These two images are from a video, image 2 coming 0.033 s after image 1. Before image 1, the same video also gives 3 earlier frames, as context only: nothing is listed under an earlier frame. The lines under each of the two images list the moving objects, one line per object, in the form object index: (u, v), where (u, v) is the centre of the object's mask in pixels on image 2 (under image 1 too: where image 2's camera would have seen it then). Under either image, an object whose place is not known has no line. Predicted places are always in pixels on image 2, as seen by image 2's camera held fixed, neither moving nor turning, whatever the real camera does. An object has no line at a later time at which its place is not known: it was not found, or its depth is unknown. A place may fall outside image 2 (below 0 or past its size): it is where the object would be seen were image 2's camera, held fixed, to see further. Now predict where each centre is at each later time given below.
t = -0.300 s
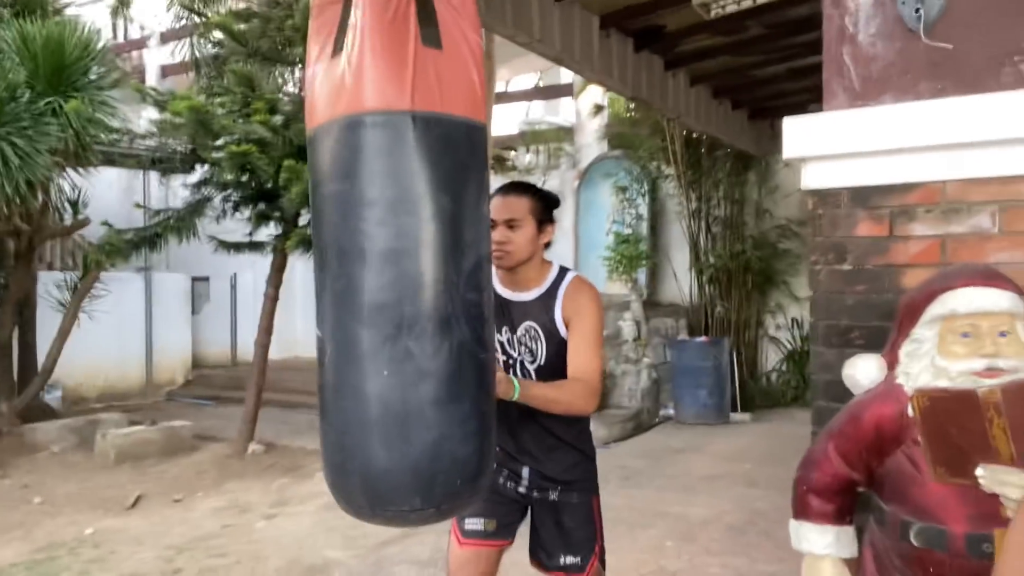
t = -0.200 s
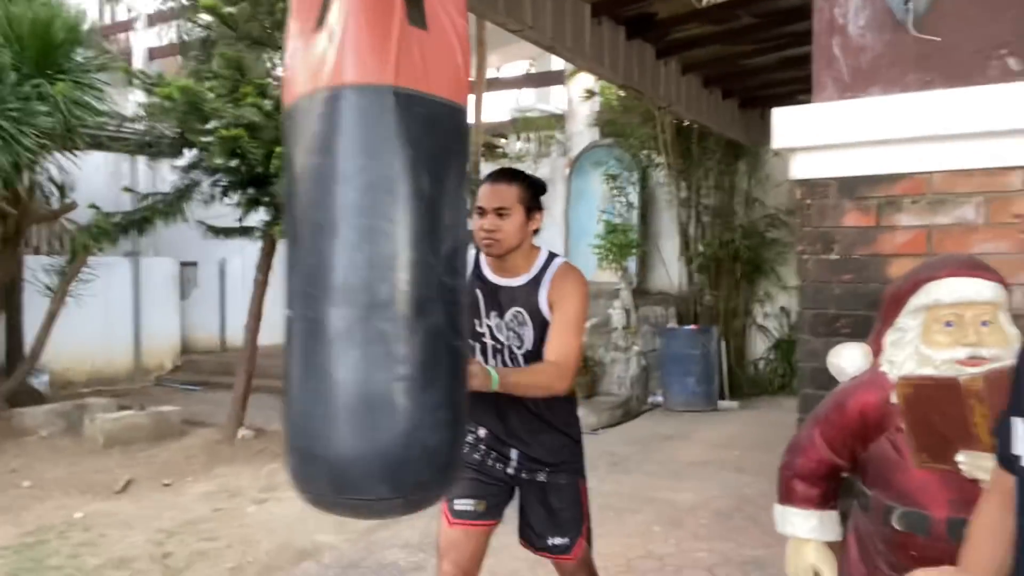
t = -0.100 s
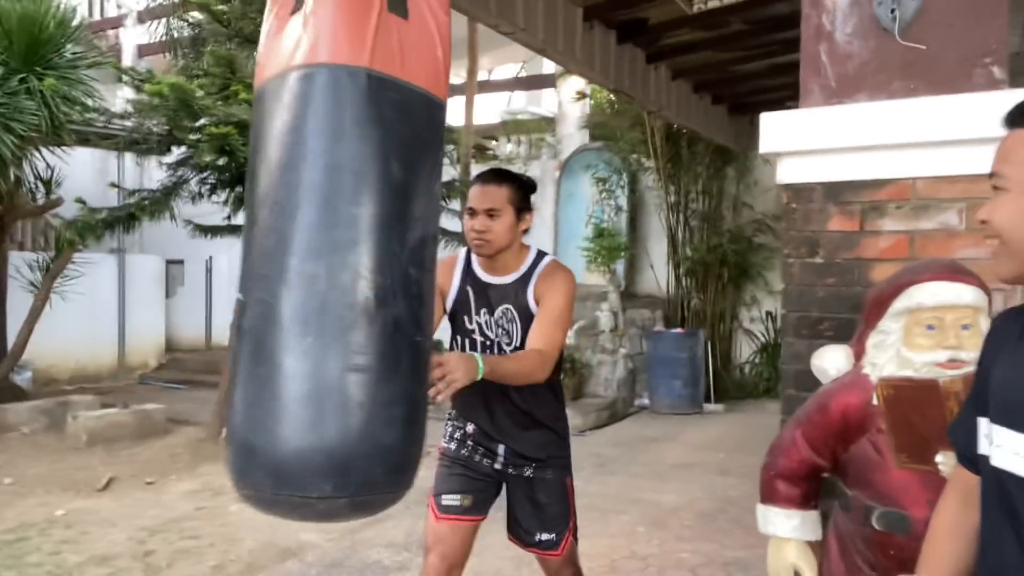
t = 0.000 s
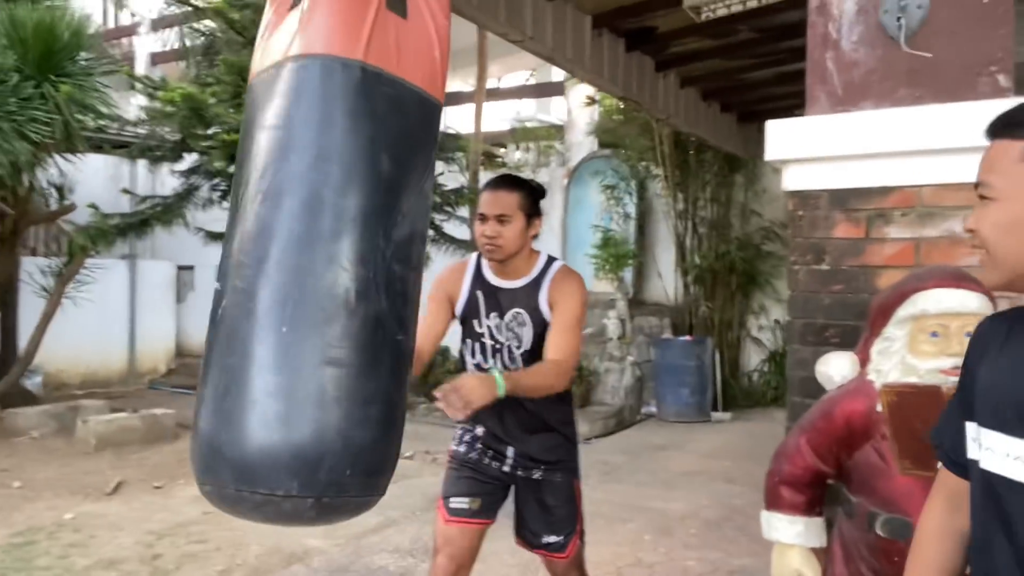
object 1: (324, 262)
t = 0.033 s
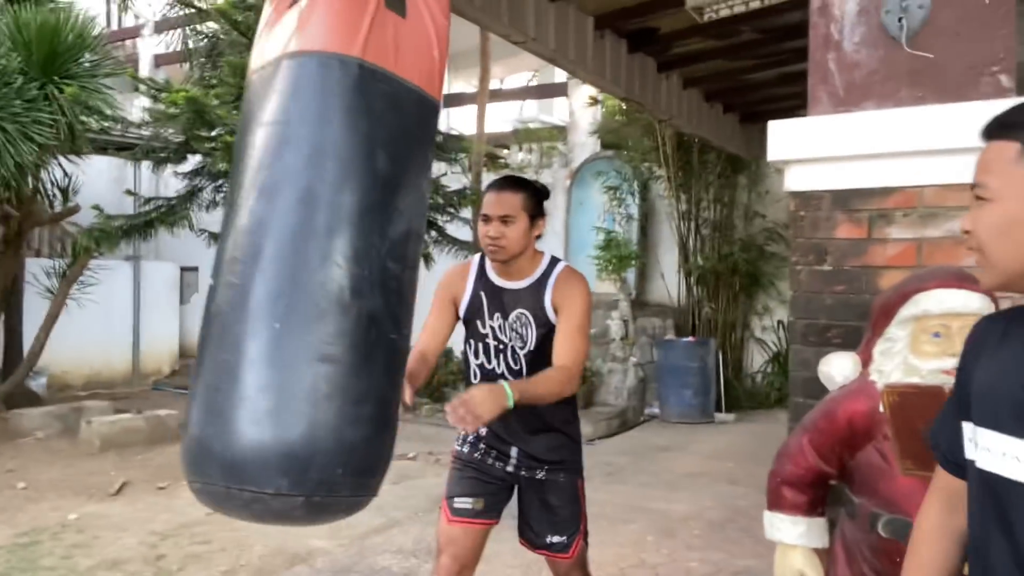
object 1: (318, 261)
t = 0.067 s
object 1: (311, 261)
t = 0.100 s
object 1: (305, 263)
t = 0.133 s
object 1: (300, 265)
